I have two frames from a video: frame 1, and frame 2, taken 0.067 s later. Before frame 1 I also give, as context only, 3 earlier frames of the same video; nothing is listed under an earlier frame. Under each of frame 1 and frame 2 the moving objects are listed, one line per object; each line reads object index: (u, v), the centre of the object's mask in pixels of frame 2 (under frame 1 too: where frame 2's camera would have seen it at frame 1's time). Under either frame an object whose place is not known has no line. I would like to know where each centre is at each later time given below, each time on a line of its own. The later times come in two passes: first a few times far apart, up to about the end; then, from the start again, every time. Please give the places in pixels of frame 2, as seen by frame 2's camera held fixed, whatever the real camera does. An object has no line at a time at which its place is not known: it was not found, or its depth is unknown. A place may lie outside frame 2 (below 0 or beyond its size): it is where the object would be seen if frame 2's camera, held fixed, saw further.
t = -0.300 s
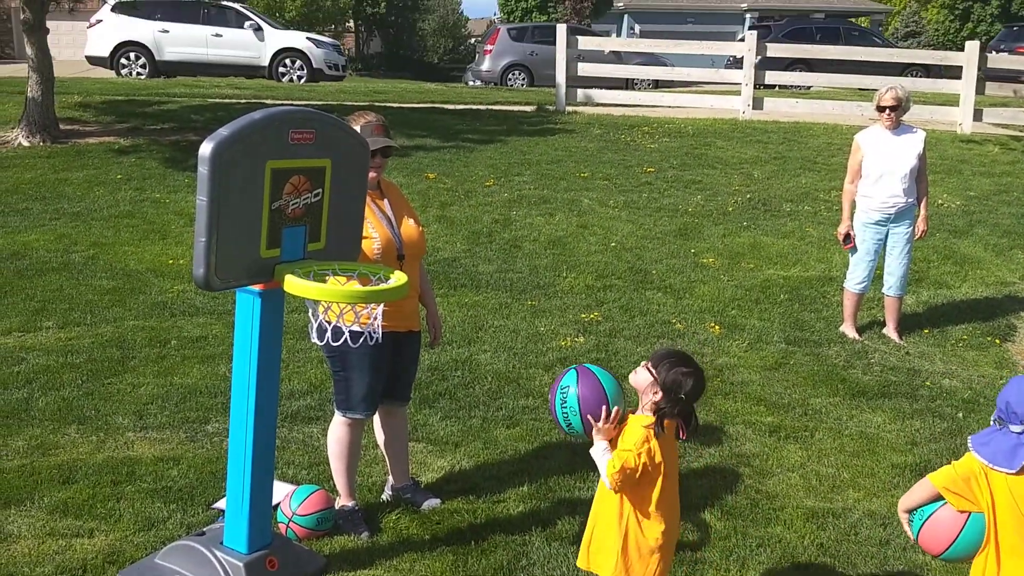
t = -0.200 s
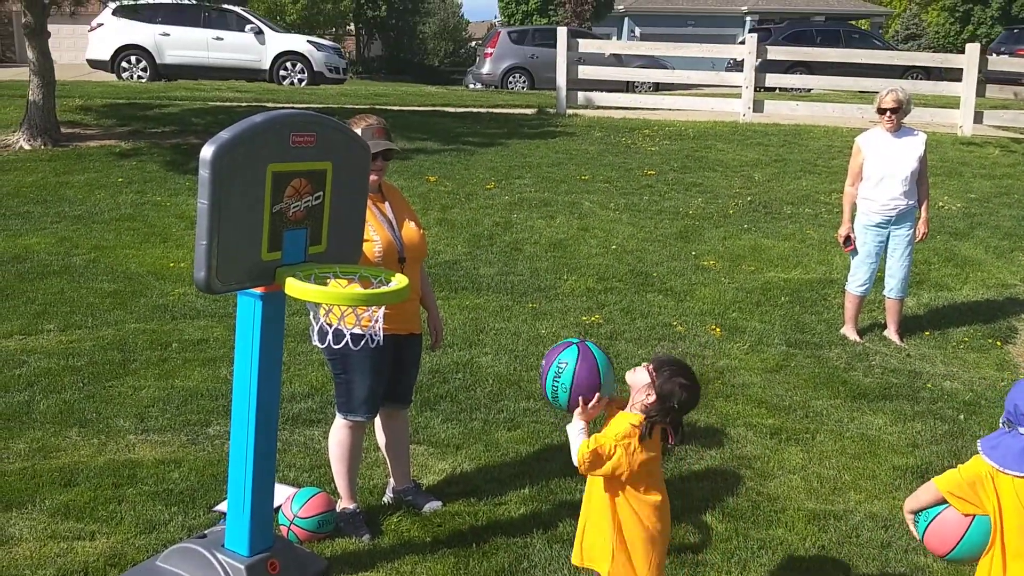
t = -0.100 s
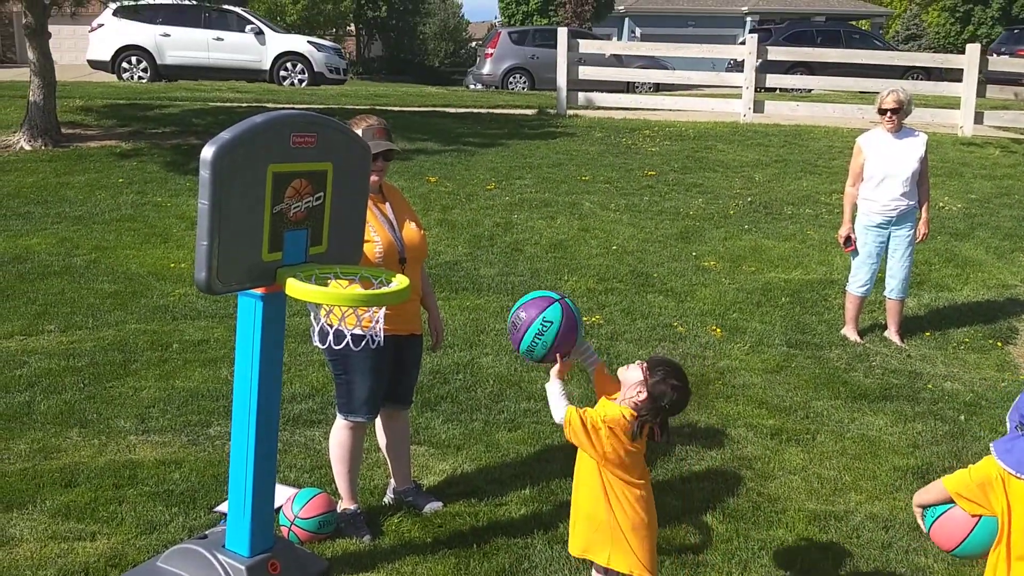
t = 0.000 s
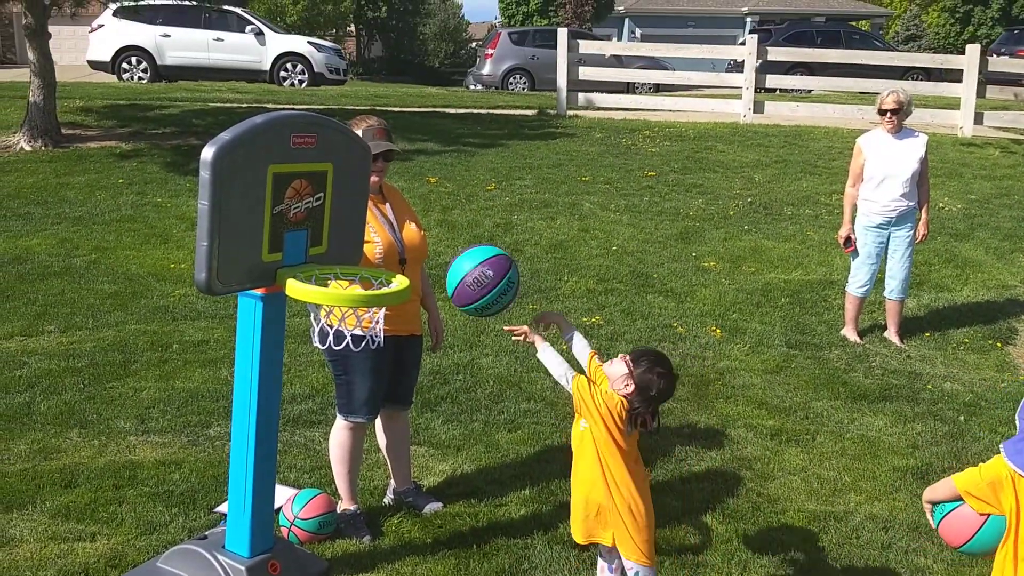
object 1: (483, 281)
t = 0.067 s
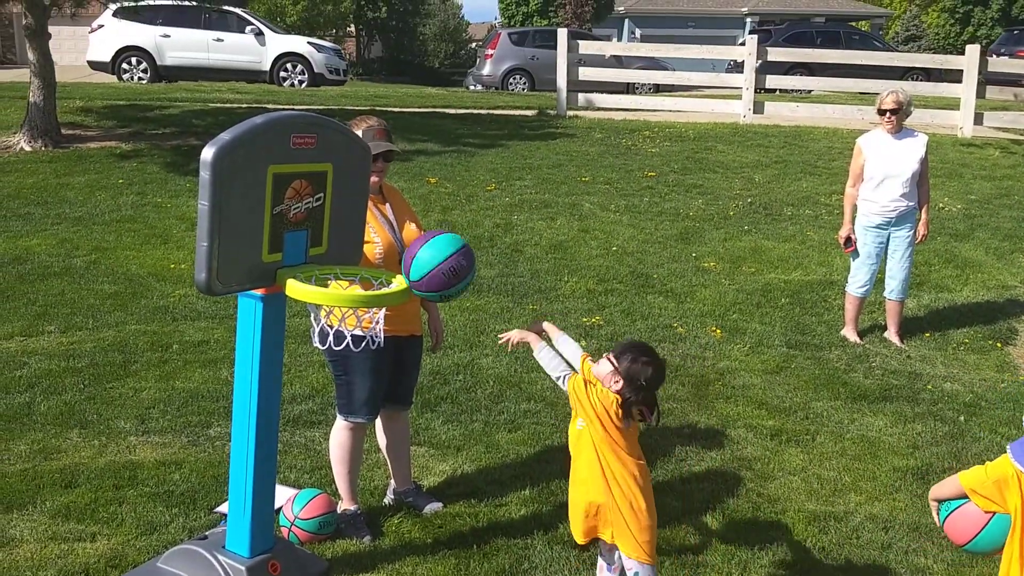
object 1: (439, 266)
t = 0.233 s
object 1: (439, 273)
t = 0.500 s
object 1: (471, 424)
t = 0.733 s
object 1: (483, 548)
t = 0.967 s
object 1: (477, 542)
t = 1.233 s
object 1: (477, 548)
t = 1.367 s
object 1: (474, 544)
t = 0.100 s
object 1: (433, 262)
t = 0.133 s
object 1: (434, 260)
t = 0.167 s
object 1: (434, 262)
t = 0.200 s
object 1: (436, 267)
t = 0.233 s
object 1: (439, 273)
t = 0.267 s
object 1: (443, 280)
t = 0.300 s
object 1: (447, 291)
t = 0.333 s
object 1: (452, 305)
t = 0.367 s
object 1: (455, 322)
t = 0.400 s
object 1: (460, 343)
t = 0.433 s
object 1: (463, 367)
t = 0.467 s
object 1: (467, 394)
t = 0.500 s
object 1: (471, 424)
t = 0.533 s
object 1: (475, 457)
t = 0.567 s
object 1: (478, 493)
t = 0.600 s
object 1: (482, 533)
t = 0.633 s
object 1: (486, 559)
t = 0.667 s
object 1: (486, 563)
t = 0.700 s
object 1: (485, 555)
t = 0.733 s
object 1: (483, 548)
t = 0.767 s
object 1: (483, 542)
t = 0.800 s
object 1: (481, 534)
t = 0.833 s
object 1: (480, 530)
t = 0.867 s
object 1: (479, 529)
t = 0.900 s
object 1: (479, 530)
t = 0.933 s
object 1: (478, 534)
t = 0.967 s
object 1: (477, 542)
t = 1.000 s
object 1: (476, 549)
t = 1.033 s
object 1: (475, 555)
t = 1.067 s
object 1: (475, 553)
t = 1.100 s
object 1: (476, 550)
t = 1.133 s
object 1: (477, 548)
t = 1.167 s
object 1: (477, 548)
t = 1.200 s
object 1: (477, 548)
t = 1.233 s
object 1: (477, 548)
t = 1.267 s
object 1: (476, 547)
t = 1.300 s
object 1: (475, 546)
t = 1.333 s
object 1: (474, 545)
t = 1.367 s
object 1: (474, 544)
